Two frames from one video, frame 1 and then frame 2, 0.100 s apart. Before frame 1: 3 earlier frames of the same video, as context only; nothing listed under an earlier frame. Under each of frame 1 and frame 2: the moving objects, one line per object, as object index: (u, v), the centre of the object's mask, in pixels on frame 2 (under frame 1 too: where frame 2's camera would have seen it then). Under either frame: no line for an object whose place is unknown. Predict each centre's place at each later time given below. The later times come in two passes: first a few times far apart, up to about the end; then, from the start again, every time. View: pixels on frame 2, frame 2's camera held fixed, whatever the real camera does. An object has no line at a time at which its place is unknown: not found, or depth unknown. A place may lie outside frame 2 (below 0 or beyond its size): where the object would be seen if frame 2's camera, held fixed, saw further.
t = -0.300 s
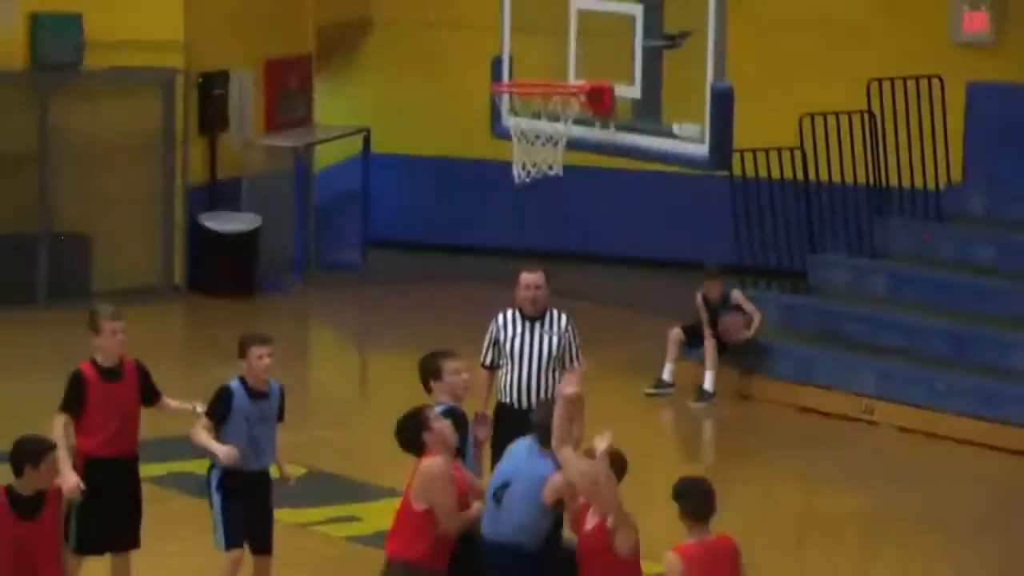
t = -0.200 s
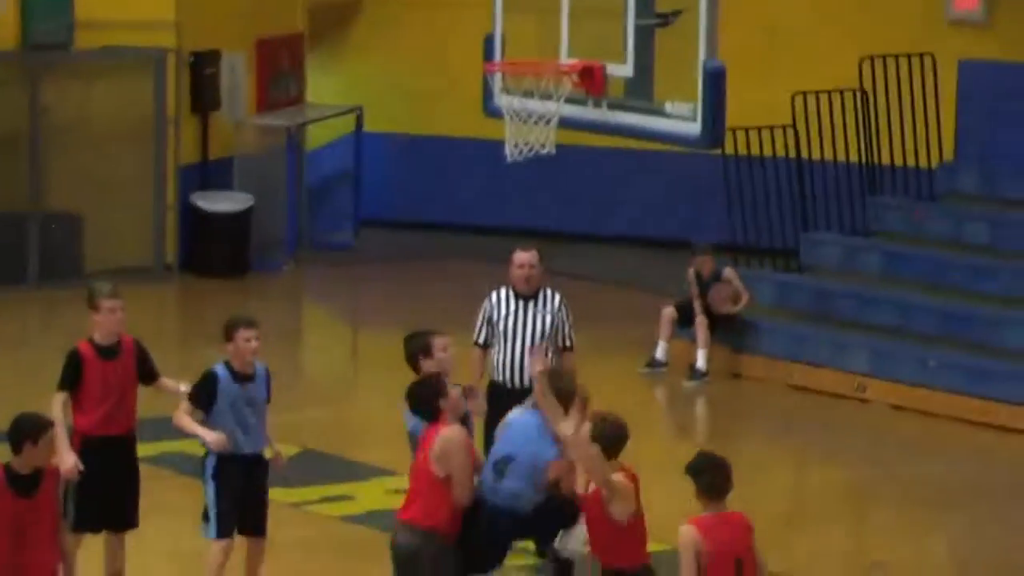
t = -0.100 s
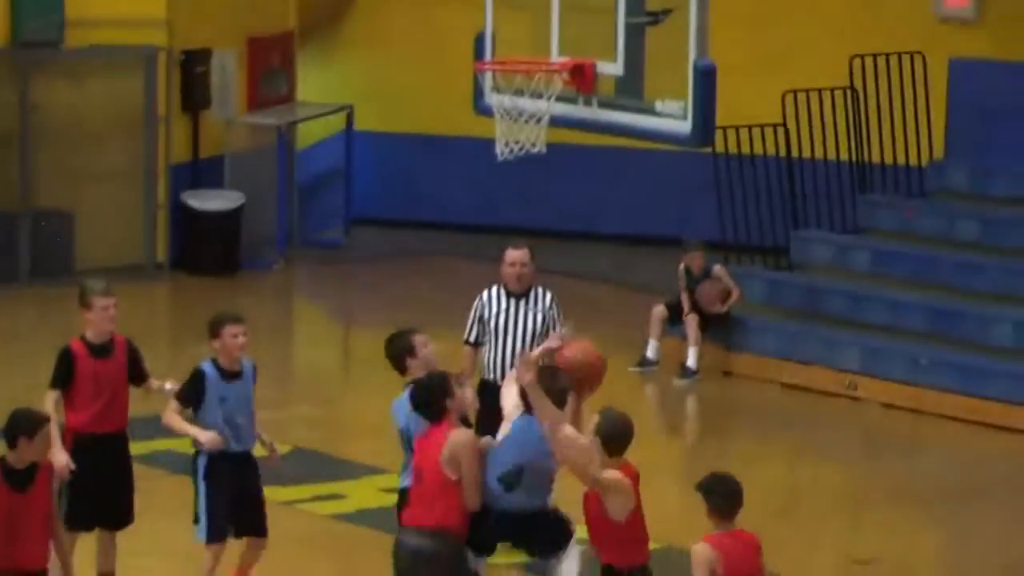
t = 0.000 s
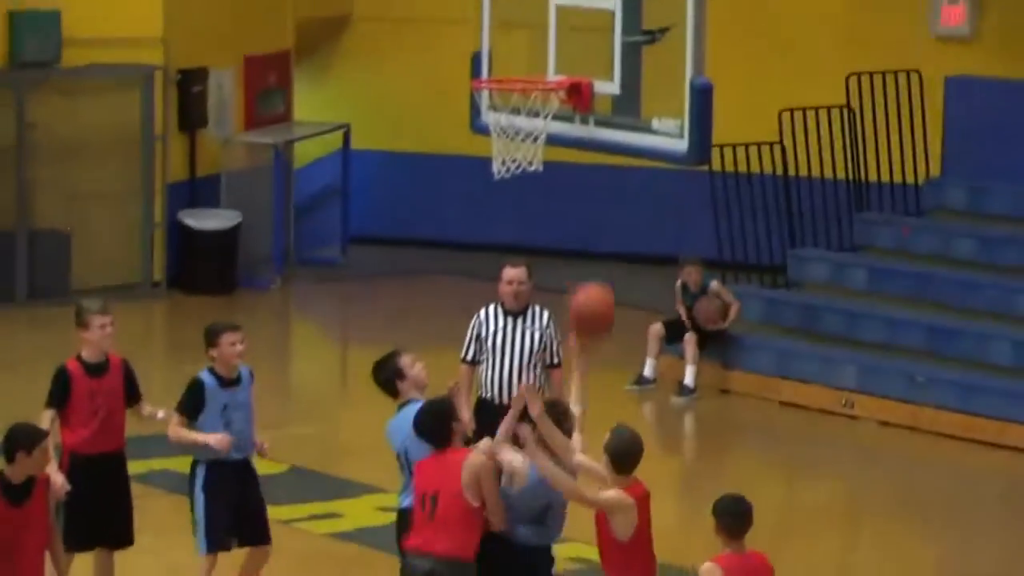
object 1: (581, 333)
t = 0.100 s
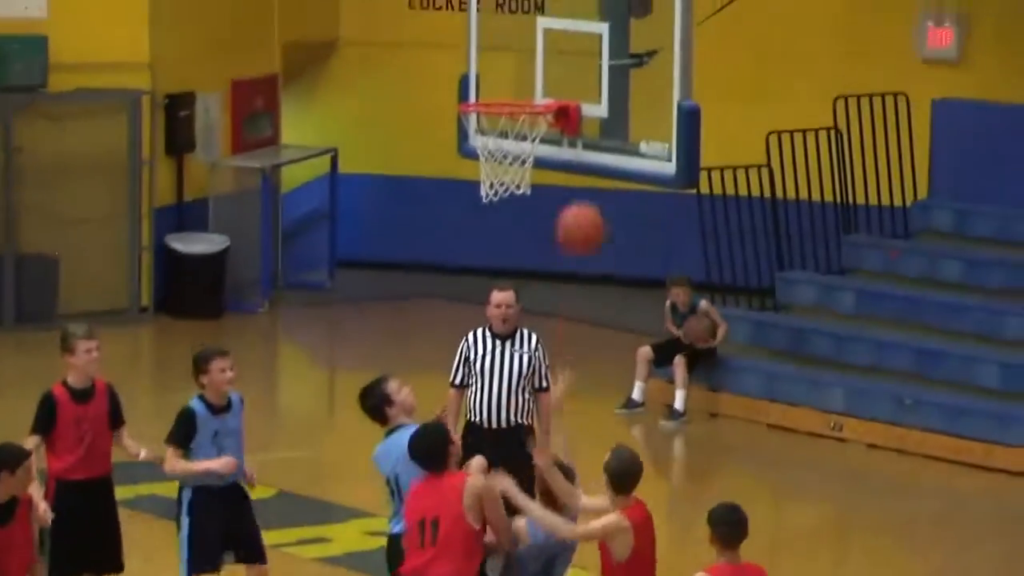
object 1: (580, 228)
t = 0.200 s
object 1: (582, 149)
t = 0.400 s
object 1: (583, 53)
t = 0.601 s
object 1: (496, 56)
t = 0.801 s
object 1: (423, 92)
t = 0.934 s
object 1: (384, 134)
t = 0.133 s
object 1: (581, 200)
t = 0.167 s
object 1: (581, 176)
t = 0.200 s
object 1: (582, 149)
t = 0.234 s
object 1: (582, 127)
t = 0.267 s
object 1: (580, 110)
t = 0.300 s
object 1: (581, 90)
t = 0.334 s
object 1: (582, 77)
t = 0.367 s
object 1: (582, 63)
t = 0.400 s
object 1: (583, 53)
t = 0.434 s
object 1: (574, 47)
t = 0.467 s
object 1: (557, 44)
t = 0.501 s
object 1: (542, 44)
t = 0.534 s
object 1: (528, 46)
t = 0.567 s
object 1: (511, 49)
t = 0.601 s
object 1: (496, 56)
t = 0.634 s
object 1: (480, 64)
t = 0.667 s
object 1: (466, 74)
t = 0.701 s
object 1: (452, 83)
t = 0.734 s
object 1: (442, 84)
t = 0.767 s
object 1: (432, 88)
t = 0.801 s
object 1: (423, 92)
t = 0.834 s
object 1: (413, 100)
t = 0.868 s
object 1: (403, 109)
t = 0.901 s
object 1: (393, 121)
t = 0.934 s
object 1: (384, 134)
